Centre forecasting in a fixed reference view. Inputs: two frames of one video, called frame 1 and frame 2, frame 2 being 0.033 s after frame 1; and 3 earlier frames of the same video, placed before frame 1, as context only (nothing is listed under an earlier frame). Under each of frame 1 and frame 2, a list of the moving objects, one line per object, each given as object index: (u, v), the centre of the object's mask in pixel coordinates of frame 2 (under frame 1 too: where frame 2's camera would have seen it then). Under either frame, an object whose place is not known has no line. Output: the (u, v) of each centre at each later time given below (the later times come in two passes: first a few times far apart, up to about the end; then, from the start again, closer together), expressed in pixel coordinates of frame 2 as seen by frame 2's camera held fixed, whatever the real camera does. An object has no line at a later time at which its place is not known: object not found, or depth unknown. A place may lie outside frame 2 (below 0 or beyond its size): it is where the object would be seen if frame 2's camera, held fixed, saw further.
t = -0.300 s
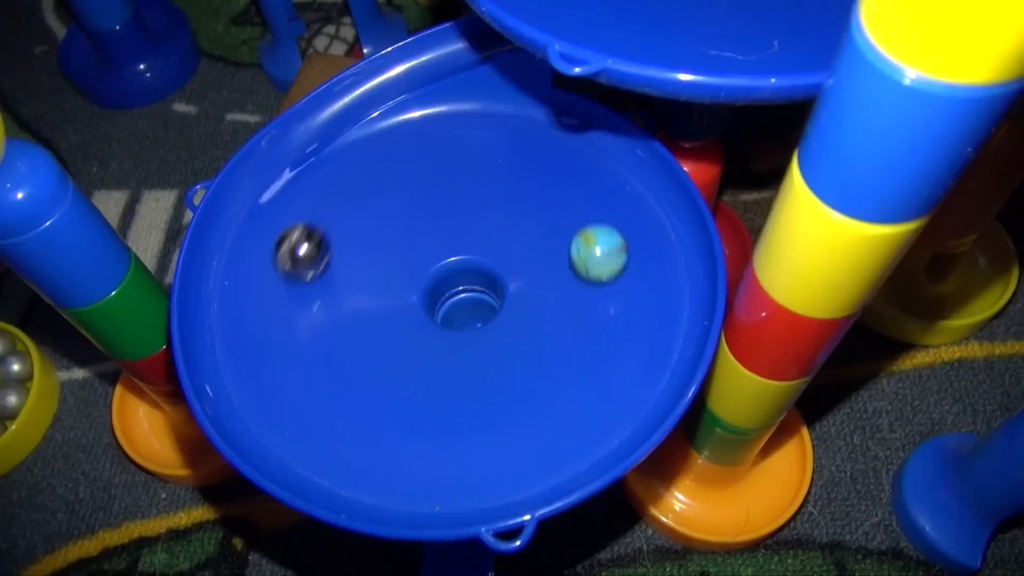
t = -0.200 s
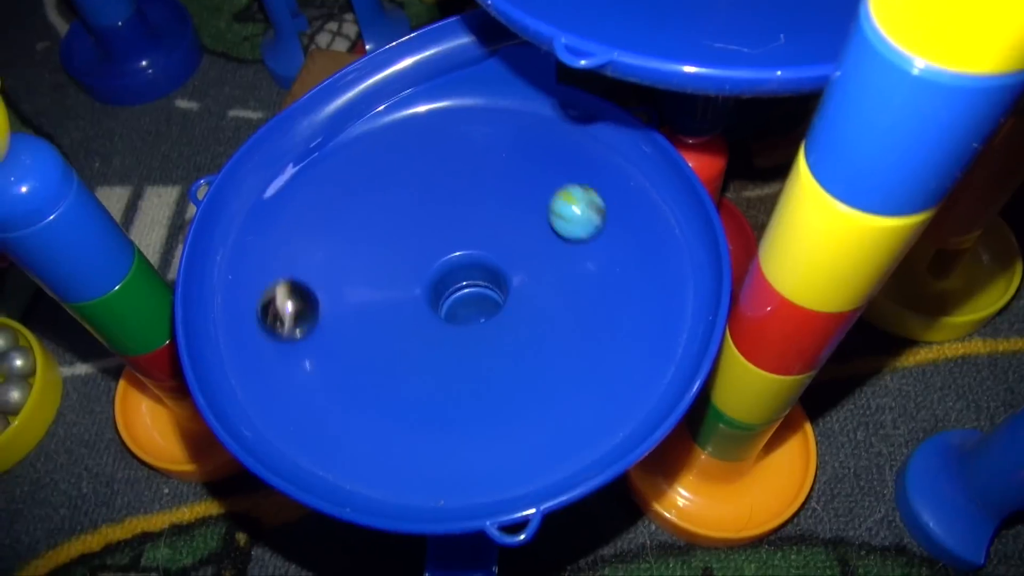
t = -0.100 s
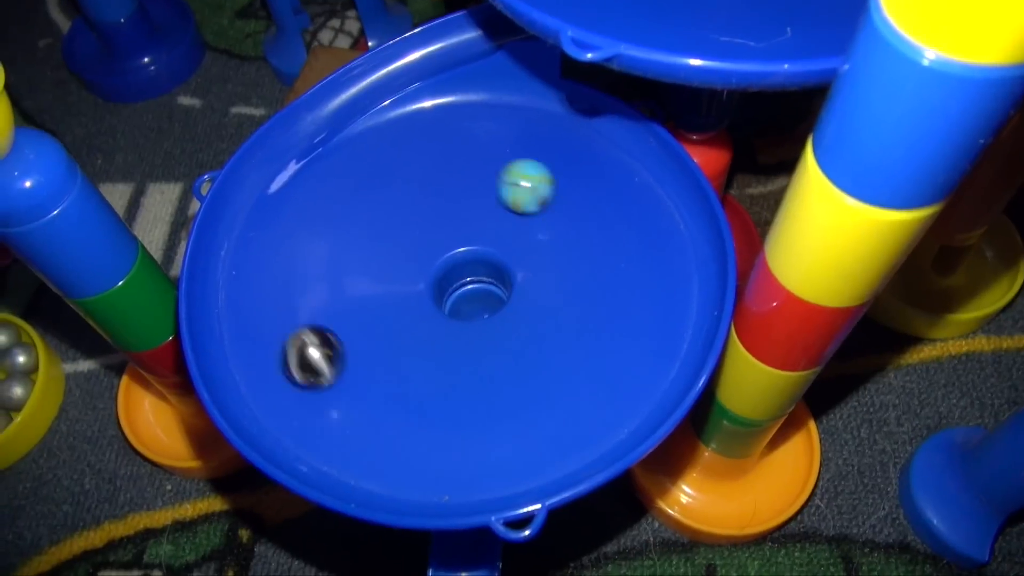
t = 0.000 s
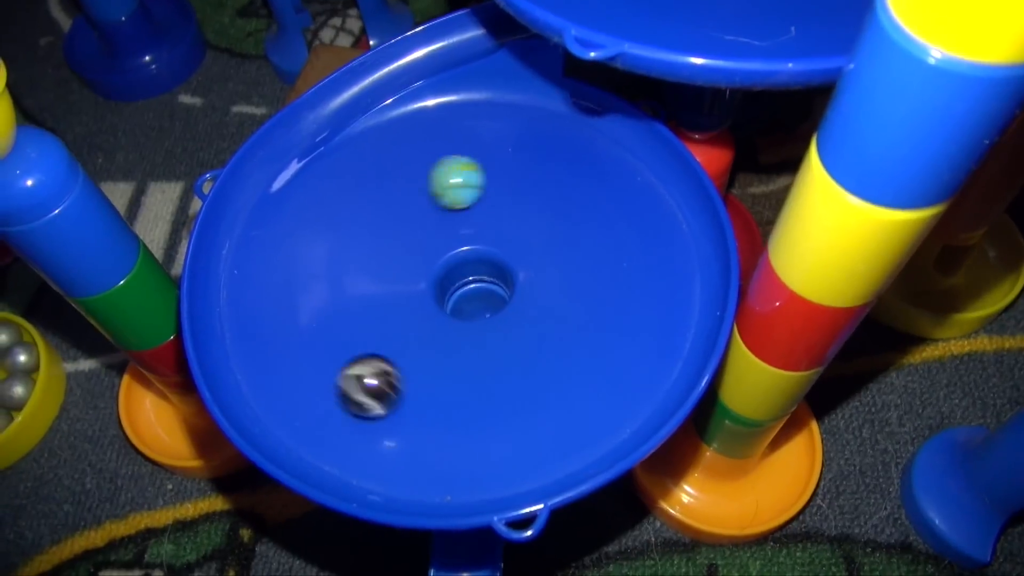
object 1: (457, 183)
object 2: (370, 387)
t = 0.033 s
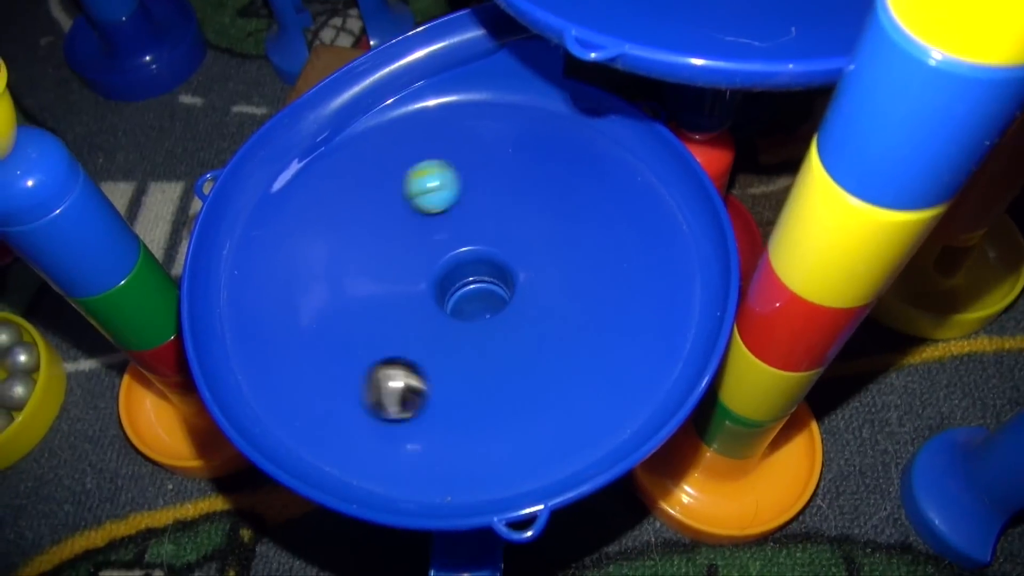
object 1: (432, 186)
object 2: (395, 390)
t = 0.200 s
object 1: (344, 232)
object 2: (534, 332)
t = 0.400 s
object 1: (363, 301)
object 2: (589, 184)
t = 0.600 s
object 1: (518, 294)
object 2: (528, 102)
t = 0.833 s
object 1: (583, 194)
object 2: (409, 159)
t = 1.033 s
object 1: (505, 174)
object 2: (357, 300)
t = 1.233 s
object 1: (390, 240)
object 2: (443, 388)
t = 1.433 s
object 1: (387, 325)
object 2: (563, 318)
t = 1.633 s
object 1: (507, 303)
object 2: (557, 185)
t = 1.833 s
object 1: (545, 198)
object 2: (464, 122)
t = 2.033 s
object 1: (482, 162)
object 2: (380, 155)
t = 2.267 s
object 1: (402, 239)
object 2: (386, 291)
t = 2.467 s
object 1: (446, 332)
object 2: (529, 347)
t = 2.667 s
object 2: (603, 276)
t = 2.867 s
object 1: (492, 210)
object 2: (551, 187)
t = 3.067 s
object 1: (393, 205)
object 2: (427, 166)
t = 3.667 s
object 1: (569, 231)
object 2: (568, 282)
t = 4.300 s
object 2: (361, 275)
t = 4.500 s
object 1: (529, 261)
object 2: (432, 314)
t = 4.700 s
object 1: (519, 187)
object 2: (543, 232)
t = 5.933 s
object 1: (382, 224)
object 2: (437, 212)
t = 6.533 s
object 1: (543, 218)
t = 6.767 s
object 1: (422, 217)
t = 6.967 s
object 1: (385, 283)
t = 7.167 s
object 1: (487, 299)
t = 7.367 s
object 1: (535, 216)
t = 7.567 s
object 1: (475, 194)
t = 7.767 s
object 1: (410, 259)
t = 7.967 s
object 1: (461, 321)
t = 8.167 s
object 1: (524, 259)
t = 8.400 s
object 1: (460, 197)
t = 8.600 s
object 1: (411, 240)
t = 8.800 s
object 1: (481, 297)
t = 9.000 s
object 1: (495, 214)
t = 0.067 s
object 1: (410, 192)
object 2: (423, 388)
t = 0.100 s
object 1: (389, 200)
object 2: (452, 381)
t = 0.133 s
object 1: (371, 209)
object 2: (481, 369)
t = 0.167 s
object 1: (356, 220)
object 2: (510, 353)
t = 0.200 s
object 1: (344, 232)
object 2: (534, 332)
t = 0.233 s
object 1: (336, 244)
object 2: (555, 308)
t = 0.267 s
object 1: (332, 256)
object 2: (571, 282)
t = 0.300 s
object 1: (333, 268)
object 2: (582, 256)
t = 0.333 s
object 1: (338, 280)
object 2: (588, 229)
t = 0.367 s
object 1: (348, 291)
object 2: (590, 205)
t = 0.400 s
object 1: (363, 301)
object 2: (589, 184)
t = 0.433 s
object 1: (382, 308)
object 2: (584, 163)
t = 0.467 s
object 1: (406, 314)
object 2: (577, 146)
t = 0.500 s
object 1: (433, 316)
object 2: (568, 131)
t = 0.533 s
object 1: (463, 313)
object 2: (557, 118)
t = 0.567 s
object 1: (492, 305)
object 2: (544, 108)
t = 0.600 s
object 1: (518, 294)
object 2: (528, 102)
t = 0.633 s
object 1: (541, 278)
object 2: (513, 100)
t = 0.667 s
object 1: (559, 263)
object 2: (497, 102)
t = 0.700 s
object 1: (573, 246)
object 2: (480, 108)
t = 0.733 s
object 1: (581, 231)
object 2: (462, 117)
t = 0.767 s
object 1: (586, 217)
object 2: (444, 128)
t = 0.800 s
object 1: (586, 204)
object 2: (425, 143)
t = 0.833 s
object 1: (583, 194)
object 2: (409, 159)
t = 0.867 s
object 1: (577, 185)
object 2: (394, 179)
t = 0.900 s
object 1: (568, 179)
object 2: (380, 202)
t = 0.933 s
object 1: (555, 174)
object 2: (368, 226)
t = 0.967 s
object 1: (540, 172)
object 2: (360, 250)
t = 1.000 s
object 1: (523, 172)
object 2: (356, 276)
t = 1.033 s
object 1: (505, 174)
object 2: (357, 300)
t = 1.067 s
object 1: (484, 179)
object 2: (362, 323)
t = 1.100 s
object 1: (463, 187)
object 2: (372, 344)
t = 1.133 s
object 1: (443, 197)
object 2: (385, 361)
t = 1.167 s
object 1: (424, 209)
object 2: (401, 375)
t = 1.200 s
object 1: (406, 224)
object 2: (420, 383)
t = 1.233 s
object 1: (390, 240)
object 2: (443, 388)
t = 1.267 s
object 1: (379, 256)
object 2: (466, 387)
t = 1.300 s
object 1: (372, 272)
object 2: (490, 380)
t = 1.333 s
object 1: (368, 288)
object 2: (512, 371)
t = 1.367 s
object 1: (370, 303)
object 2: (532, 356)
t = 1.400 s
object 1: (376, 315)
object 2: (549, 339)
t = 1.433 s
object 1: (387, 325)
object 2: (563, 318)
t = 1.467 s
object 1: (403, 331)
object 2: (573, 295)
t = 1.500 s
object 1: (421, 334)
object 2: (577, 271)
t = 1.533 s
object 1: (442, 334)
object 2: (577, 248)
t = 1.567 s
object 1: (464, 327)
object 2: (574, 226)
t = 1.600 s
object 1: (487, 316)
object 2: (567, 204)
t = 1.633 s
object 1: (507, 303)
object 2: (557, 185)
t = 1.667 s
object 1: (524, 286)
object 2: (544, 168)
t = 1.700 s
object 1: (537, 266)
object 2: (529, 154)
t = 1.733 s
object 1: (545, 247)
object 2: (513, 143)
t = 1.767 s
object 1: (549, 229)
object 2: (497, 134)
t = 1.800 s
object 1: (548, 213)
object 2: (481, 127)
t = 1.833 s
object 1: (545, 198)
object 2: (464, 122)
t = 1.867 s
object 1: (539, 185)
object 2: (448, 121)
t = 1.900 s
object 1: (530, 176)
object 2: (431, 122)
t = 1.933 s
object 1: (520, 168)
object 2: (416, 126)
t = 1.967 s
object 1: (509, 164)
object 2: (403, 134)
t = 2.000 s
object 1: (496, 162)
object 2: (390, 143)
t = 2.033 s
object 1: (482, 162)
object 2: (380, 155)
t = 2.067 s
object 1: (468, 166)
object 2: (371, 169)
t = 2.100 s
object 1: (454, 172)
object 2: (365, 185)
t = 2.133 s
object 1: (441, 180)
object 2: (361, 205)
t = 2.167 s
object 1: (428, 192)
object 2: (362, 224)
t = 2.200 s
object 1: (417, 205)
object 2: (365, 245)
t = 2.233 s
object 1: (408, 222)
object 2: (373, 269)
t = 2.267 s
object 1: (402, 239)
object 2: (386, 291)
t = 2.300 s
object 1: (398, 257)
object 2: (403, 311)
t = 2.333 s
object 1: (400, 277)
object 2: (425, 328)
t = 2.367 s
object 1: (405, 296)
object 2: (451, 339)
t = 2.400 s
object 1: (415, 311)
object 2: (477, 345)
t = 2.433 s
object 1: (430, 323)
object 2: (505, 349)
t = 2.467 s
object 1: (446, 332)
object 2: (529, 347)
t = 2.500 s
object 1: (464, 335)
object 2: (551, 342)
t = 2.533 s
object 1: (482, 335)
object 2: (569, 333)
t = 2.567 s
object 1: (500, 330)
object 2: (584, 322)
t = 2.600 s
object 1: (516, 321)
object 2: (595, 308)
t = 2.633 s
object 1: (529, 309)
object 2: (601, 292)
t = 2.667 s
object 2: (603, 276)
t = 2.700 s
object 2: (601, 260)
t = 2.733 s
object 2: (598, 243)
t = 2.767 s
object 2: (592, 227)
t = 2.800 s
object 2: (582, 212)
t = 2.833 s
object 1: (508, 220)
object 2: (568, 199)
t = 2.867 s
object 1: (492, 210)
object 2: (551, 187)
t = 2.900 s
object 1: (474, 202)
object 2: (530, 179)
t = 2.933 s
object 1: (457, 197)
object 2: (508, 173)
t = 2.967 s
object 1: (440, 195)
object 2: (487, 168)
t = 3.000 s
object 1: (422, 196)
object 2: (466, 165)
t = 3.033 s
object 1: (407, 199)
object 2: (446, 164)
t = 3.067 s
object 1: (393, 205)
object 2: (427, 166)
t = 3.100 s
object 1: (382, 213)
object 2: (410, 170)
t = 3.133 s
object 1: (374, 221)
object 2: (395, 175)
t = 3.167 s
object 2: (381, 184)
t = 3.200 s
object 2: (371, 195)
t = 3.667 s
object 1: (569, 231)
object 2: (568, 282)
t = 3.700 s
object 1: (566, 221)
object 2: (580, 272)
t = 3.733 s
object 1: (558, 213)
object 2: (587, 260)
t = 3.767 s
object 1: (549, 207)
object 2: (590, 249)
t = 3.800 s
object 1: (535, 202)
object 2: (590, 238)
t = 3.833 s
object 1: (520, 199)
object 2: (586, 228)
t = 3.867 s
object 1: (501, 198)
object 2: (578, 220)
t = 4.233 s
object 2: (373, 249)
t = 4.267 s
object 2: (365, 263)
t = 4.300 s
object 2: (361, 275)
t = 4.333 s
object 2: (361, 287)
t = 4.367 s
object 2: (366, 297)
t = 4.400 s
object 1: (479, 305)
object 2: (375, 305)
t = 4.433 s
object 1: (500, 294)
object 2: (390, 311)
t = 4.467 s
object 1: (517, 279)
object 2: (409, 314)
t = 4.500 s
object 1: (529, 261)
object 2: (432, 314)
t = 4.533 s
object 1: (536, 245)
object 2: (458, 310)
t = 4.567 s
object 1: (540, 230)
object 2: (484, 300)
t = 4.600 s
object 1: (539, 216)
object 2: (505, 288)
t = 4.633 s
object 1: (535, 205)
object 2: (521, 270)
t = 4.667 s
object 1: (529, 195)
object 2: (533, 250)
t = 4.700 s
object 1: (519, 187)
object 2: (543, 232)
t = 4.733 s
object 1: (508, 181)
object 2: (543, 219)
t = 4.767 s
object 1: (497, 177)
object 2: (545, 207)
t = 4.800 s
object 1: (484, 176)
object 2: (543, 198)
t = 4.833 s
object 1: (470, 177)
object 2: (539, 191)
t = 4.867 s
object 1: (456, 182)
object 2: (532, 186)
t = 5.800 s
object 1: (417, 193)
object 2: (476, 203)
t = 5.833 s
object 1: (406, 198)
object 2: (464, 202)
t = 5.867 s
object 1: (397, 205)
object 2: (452, 203)
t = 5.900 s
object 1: (388, 214)
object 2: (443, 207)
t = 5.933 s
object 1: (382, 224)
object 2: (437, 212)
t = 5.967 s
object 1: (379, 235)
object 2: (432, 219)
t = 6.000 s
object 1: (379, 248)
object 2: (432, 229)
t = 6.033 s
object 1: (383, 262)
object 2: (435, 241)
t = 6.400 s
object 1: (559, 261)
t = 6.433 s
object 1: (561, 248)
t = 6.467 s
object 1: (559, 237)
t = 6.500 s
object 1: (553, 227)
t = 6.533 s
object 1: (543, 218)
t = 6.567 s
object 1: (529, 212)
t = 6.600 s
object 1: (513, 207)
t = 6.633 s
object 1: (496, 204)
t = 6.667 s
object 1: (477, 203)
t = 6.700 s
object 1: (458, 205)
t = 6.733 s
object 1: (440, 210)
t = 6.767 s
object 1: (422, 217)
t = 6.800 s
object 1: (408, 226)
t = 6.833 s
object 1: (396, 236)
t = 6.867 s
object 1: (387, 247)
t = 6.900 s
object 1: (383, 259)
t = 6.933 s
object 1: (382, 271)
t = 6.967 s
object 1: (385, 283)
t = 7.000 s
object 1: (393, 293)
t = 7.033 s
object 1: (406, 301)
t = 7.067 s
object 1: (424, 306)
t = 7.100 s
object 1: (444, 308)
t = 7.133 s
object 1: (466, 306)
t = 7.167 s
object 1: (487, 299)
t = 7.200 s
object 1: (507, 287)
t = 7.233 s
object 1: (521, 272)
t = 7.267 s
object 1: (531, 257)
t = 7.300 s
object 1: (537, 241)
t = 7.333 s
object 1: (538, 227)
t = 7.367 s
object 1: (535, 216)
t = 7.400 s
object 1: (530, 206)
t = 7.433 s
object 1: (523, 199)
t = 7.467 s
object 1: (513, 193)
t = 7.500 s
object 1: (501, 191)
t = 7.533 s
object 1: (488, 191)
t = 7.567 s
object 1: (475, 194)
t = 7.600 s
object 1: (461, 199)
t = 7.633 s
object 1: (447, 207)
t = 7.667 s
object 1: (435, 217)
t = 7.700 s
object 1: (424, 230)
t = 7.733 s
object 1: (416, 244)
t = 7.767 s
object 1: (410, 259)
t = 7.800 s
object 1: (410, 275)
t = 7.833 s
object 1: (413, 290)
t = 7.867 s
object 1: (421, 303)
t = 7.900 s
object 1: (432, 313)
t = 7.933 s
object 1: (445, 320)
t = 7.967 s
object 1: (461, 321)
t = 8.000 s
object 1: (477, 318)
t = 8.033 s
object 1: (492, 312)
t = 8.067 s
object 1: (506, 302)
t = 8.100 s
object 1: (516, 290)
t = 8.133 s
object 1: (522, 275)
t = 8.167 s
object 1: (524, 259)
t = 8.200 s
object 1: (522, 244)
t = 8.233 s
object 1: (515, 230)
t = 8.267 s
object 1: (507, 218)
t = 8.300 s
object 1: (496, 209)
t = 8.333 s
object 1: (485, 203)
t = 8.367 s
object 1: (472, 199)
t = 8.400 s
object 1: (460, 197)
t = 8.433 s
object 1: (447, 199)
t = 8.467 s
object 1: (437, 202)
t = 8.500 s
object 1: (427, 209)
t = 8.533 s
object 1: (420, 217)
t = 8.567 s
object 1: (414, 228)
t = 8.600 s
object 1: (411, 240)
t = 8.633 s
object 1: (412, 254)
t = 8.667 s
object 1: (416, 268)
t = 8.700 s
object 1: (426, 282)
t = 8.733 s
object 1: (440, 294)
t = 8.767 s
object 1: (460, 300)
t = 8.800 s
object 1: (481, 297)
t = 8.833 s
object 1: (498, 288)
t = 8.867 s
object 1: (508, 272)
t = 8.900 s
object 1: (510, 255)
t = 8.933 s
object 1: (508, 239)
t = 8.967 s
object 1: (503, 225)
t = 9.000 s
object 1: (495, 214)
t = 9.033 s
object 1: (487, 206)
